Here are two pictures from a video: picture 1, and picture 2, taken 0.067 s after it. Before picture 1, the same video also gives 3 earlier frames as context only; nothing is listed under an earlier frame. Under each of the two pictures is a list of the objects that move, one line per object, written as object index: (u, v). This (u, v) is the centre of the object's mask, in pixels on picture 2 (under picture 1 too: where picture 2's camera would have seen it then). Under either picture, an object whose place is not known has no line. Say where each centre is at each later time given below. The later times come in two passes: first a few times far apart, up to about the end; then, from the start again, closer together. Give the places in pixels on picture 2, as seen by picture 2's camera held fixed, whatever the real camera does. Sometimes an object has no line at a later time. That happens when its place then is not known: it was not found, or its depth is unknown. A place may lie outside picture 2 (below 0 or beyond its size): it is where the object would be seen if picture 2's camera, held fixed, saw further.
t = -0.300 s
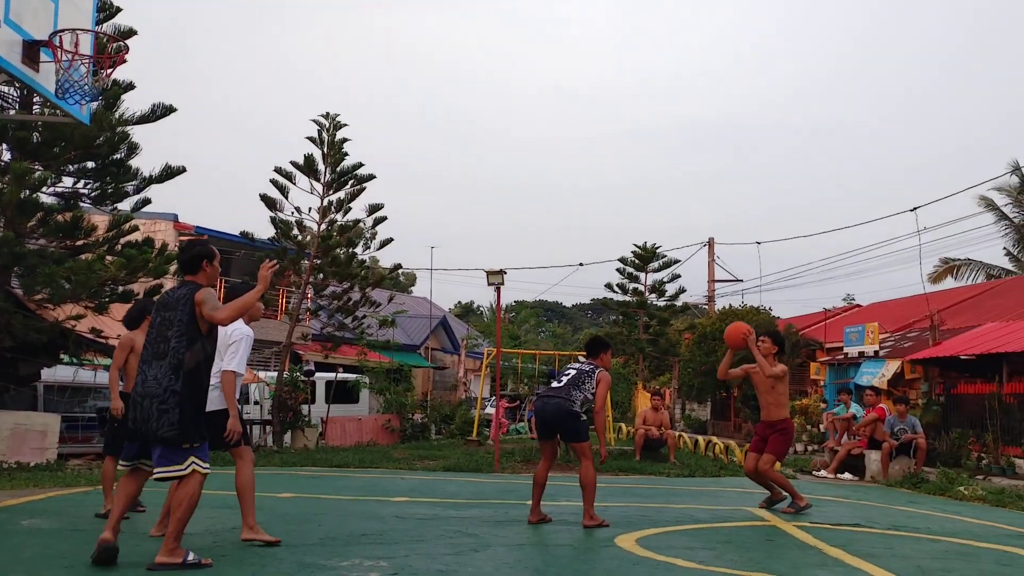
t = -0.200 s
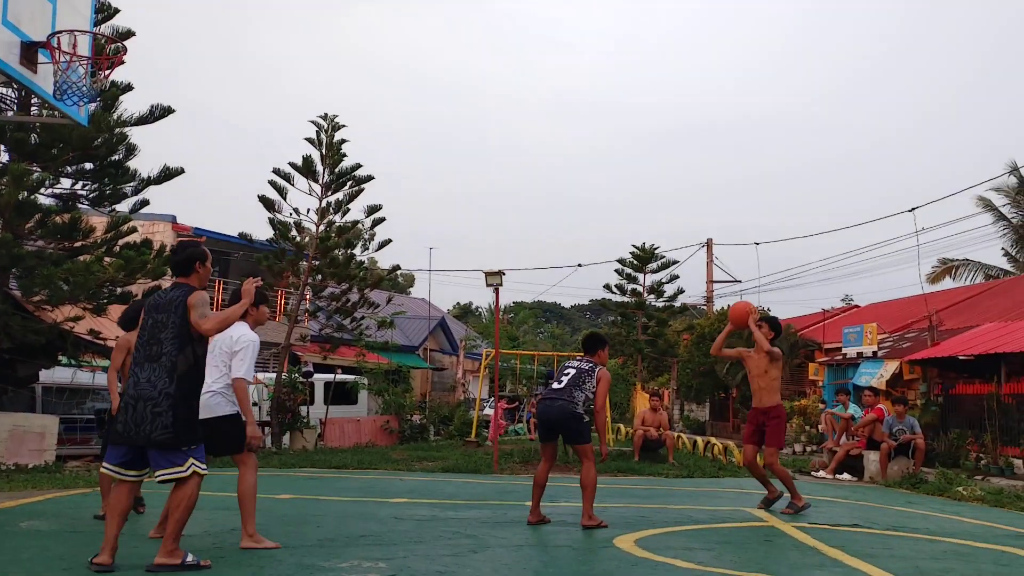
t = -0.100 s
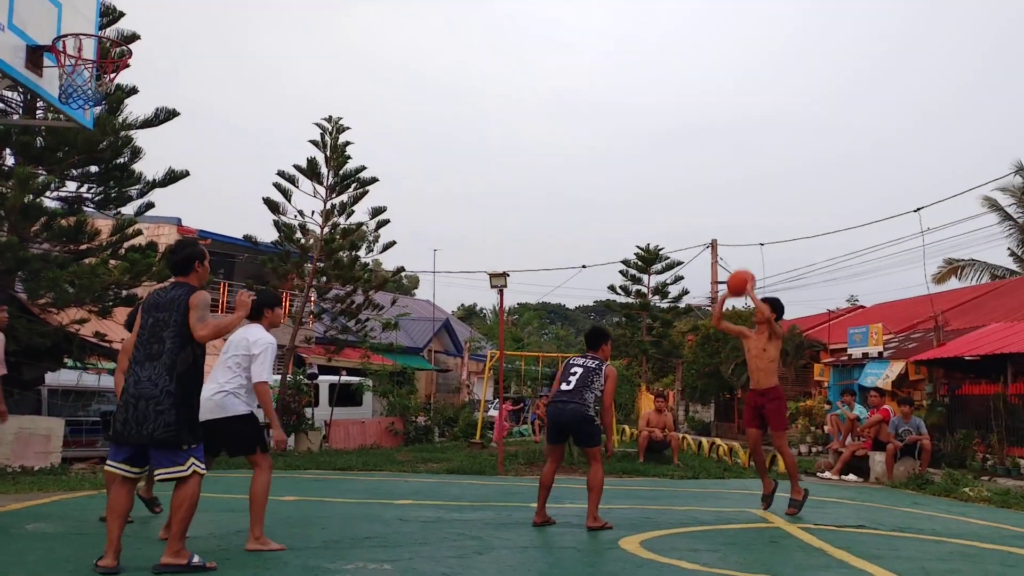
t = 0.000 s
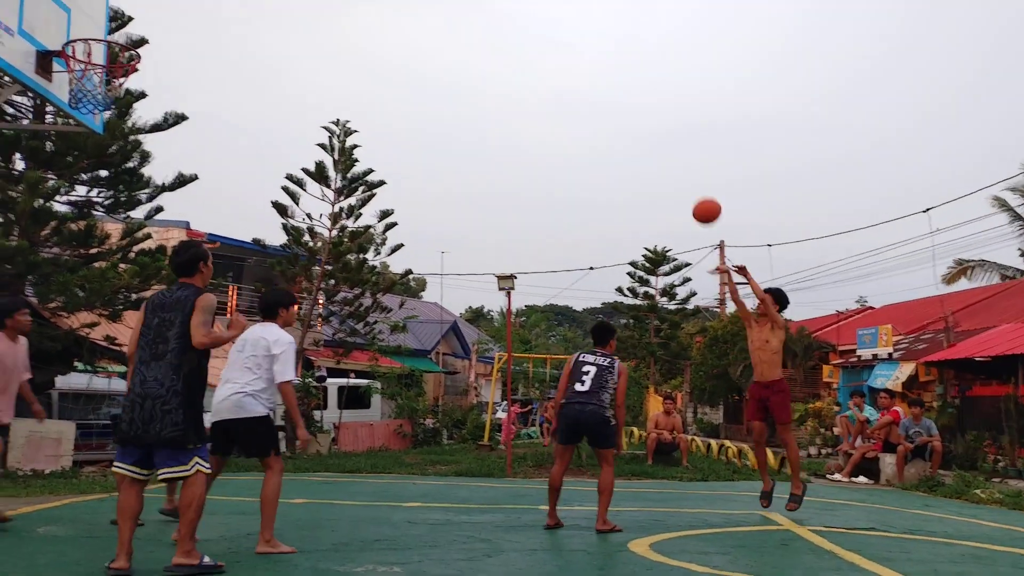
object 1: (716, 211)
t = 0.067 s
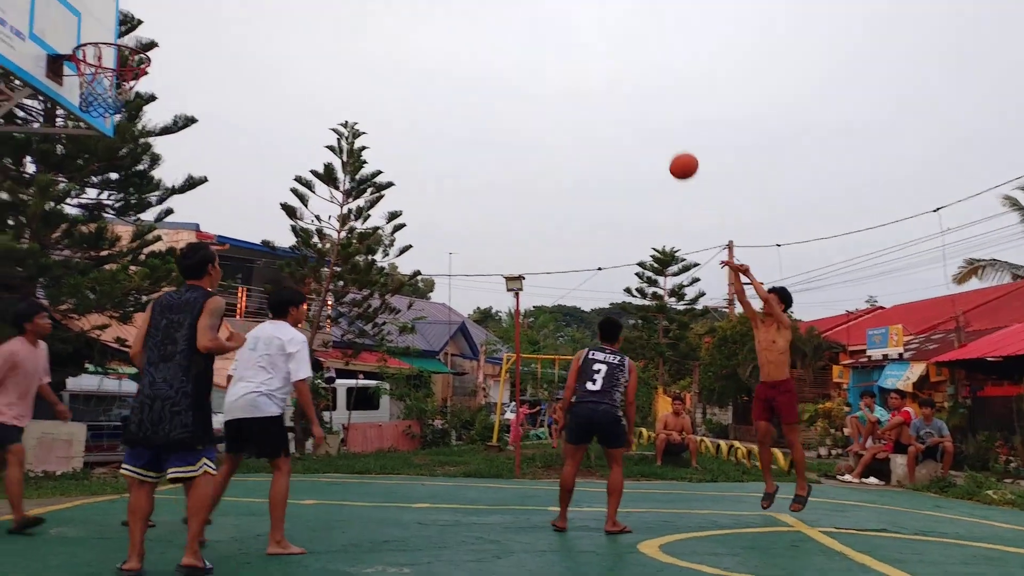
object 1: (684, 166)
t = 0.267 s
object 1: (586, 58)
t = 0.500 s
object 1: (465, -9)
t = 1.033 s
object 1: (165, 58)
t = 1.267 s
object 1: (261, 42)
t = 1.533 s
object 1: (349, 99)
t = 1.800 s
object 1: (415, 223)
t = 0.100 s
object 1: (667, 145)
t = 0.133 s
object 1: (651, 125)
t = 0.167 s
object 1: (635, 107)
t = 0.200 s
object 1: (619, 89)
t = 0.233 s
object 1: (602, 73)
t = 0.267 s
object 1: (586, 58)
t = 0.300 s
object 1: (569, 44)
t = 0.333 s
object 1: (552, 32)
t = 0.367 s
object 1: (535, 20)
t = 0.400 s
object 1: (518, 9)
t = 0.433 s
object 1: (501, 1)
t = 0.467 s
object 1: (483, -5)
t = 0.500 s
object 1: (465, -9)
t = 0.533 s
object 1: (446, -12)
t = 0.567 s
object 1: (427, -15)
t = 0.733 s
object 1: (335, -18)
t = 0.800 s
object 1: (298, -14)
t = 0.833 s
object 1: (278, -9)
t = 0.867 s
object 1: (258, 0)
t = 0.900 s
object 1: (237, 10)
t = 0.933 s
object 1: (216, 21)
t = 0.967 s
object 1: (194, 35)
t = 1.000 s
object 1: (172, 50)
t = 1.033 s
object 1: (165, 58)
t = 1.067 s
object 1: (180, 51)
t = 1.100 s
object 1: (195, 46)
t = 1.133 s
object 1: (209, 42)
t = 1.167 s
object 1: (223, 40)
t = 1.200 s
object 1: (236, 39)
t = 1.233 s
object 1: (249, 40)
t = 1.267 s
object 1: (261, 42)
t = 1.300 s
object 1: (273, 45)
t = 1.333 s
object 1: (285, 49)
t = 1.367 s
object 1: (296, 55)
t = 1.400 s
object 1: (307, 61)
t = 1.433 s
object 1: (318, 69)
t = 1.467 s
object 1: (328, 78)
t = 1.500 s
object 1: (338, 88)
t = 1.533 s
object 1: (349, 99)
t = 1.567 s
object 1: (358, 111)
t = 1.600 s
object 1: (367, 124)
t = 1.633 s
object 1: (375, 139)
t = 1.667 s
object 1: (384, 154)
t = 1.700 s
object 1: (392, 169)
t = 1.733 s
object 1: (400, 187)
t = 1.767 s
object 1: (408, 204)
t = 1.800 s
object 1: (415, 223)
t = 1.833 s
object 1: (423, 242)
